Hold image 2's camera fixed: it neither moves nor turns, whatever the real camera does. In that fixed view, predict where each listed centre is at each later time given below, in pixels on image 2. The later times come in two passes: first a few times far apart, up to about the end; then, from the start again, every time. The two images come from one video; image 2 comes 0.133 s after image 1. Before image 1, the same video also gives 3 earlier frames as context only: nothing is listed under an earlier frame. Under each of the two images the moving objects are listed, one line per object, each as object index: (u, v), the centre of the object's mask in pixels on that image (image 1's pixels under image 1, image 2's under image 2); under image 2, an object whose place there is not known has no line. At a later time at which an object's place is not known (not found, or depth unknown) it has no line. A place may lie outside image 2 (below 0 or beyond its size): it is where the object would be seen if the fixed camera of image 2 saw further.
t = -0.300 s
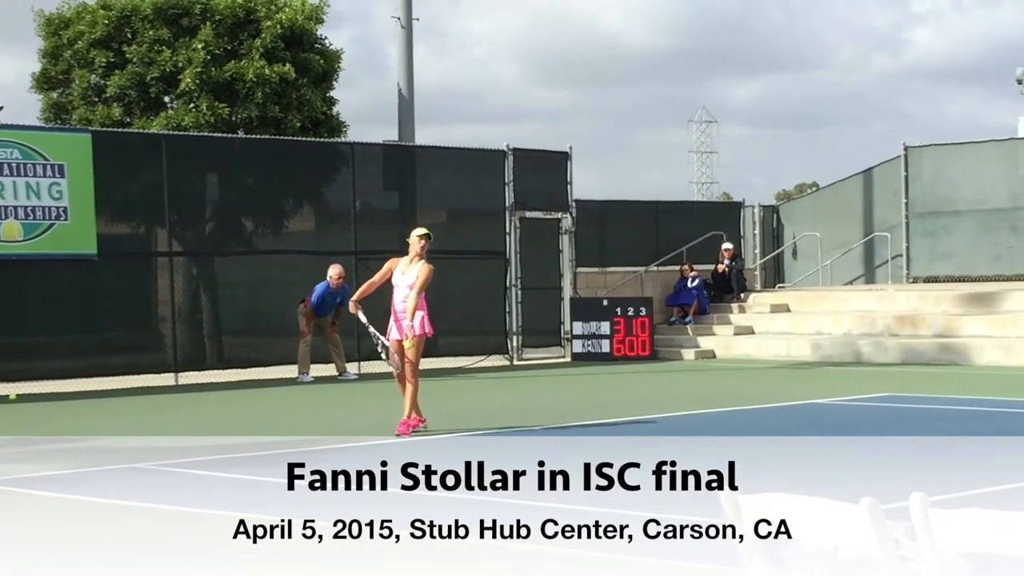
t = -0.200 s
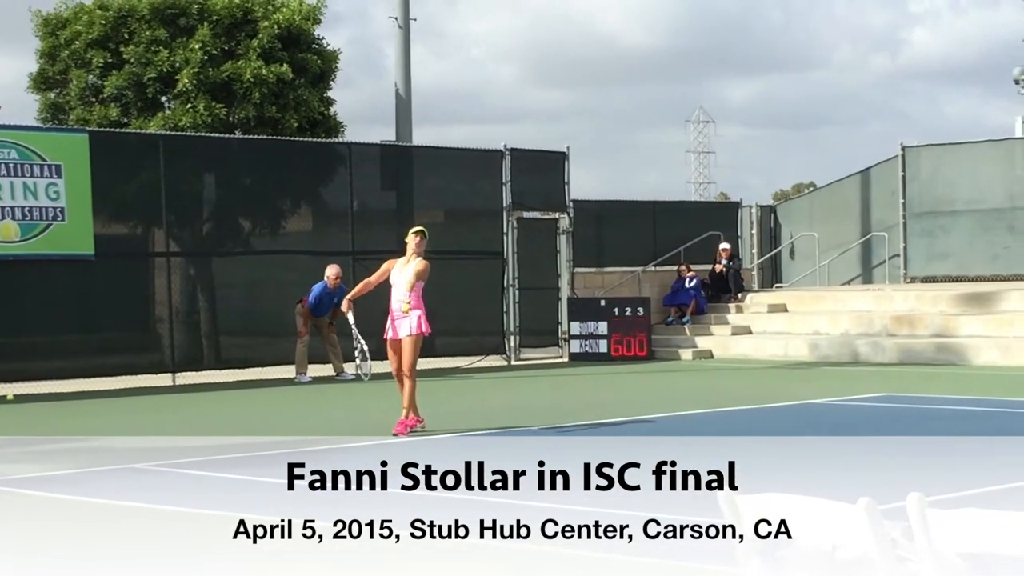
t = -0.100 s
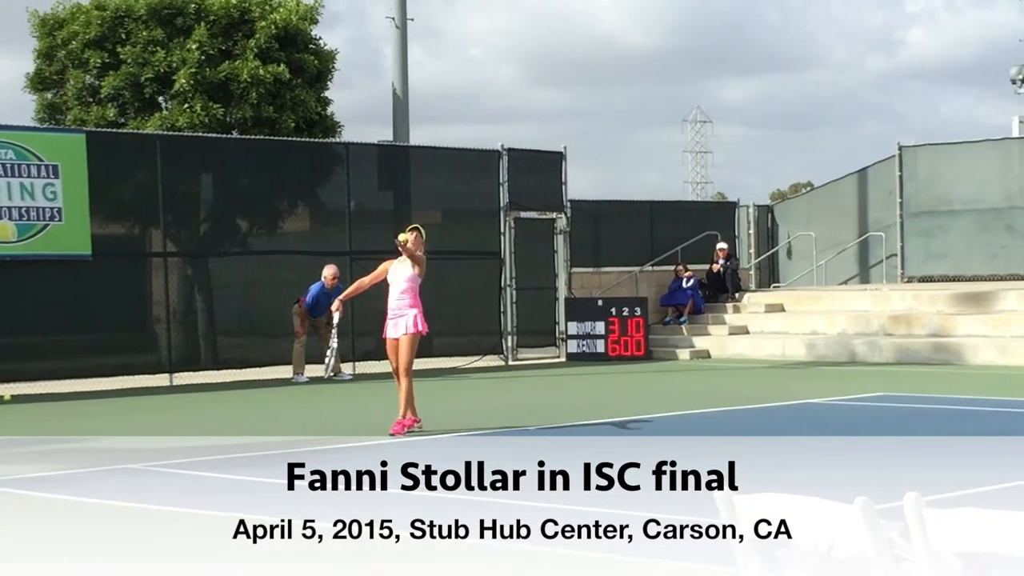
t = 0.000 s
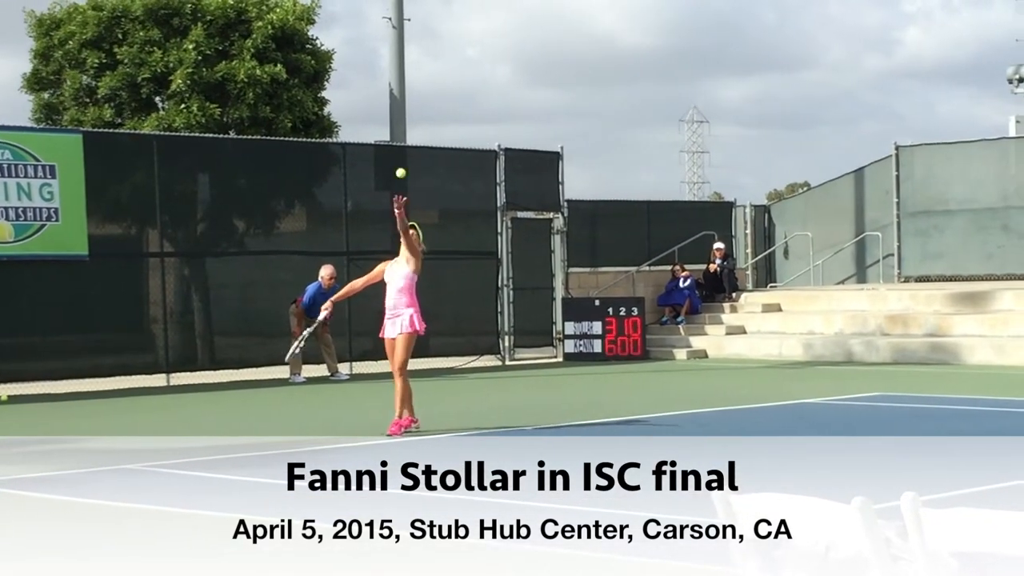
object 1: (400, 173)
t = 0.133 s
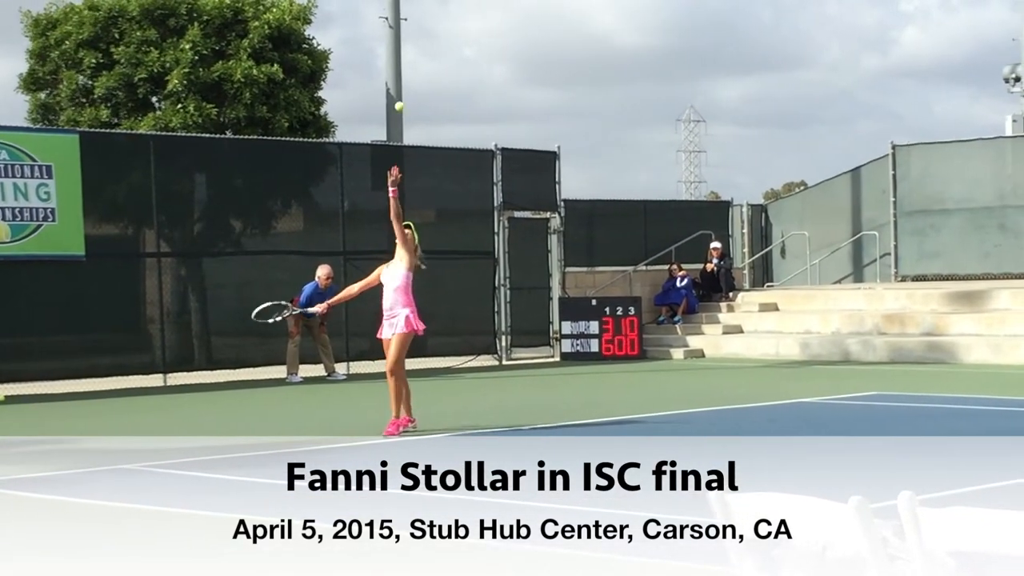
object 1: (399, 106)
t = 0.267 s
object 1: (402, 62)
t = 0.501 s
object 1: (408, 38)
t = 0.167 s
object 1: (399, 93)
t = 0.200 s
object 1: (400, 81)
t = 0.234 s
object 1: (401, 71)
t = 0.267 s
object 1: (402, 62)
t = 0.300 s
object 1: (402, 55)
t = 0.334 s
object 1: (403, 48)
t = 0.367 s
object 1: (405, 44)
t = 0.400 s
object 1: (405, 40)
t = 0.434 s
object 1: (406, 38)
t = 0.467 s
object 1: (407, 38)
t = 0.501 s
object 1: (408, 38)
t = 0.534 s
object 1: (409, 40)
